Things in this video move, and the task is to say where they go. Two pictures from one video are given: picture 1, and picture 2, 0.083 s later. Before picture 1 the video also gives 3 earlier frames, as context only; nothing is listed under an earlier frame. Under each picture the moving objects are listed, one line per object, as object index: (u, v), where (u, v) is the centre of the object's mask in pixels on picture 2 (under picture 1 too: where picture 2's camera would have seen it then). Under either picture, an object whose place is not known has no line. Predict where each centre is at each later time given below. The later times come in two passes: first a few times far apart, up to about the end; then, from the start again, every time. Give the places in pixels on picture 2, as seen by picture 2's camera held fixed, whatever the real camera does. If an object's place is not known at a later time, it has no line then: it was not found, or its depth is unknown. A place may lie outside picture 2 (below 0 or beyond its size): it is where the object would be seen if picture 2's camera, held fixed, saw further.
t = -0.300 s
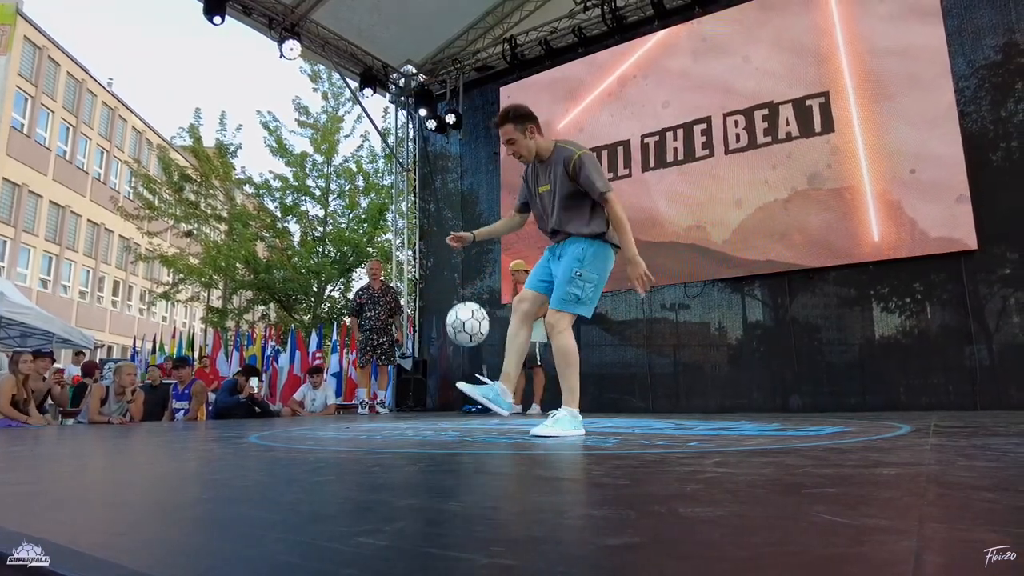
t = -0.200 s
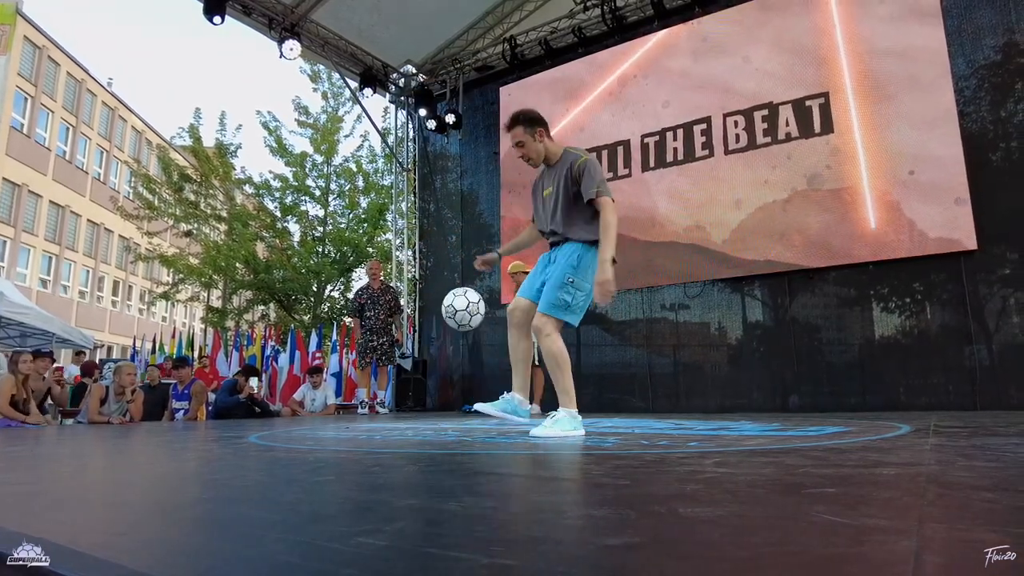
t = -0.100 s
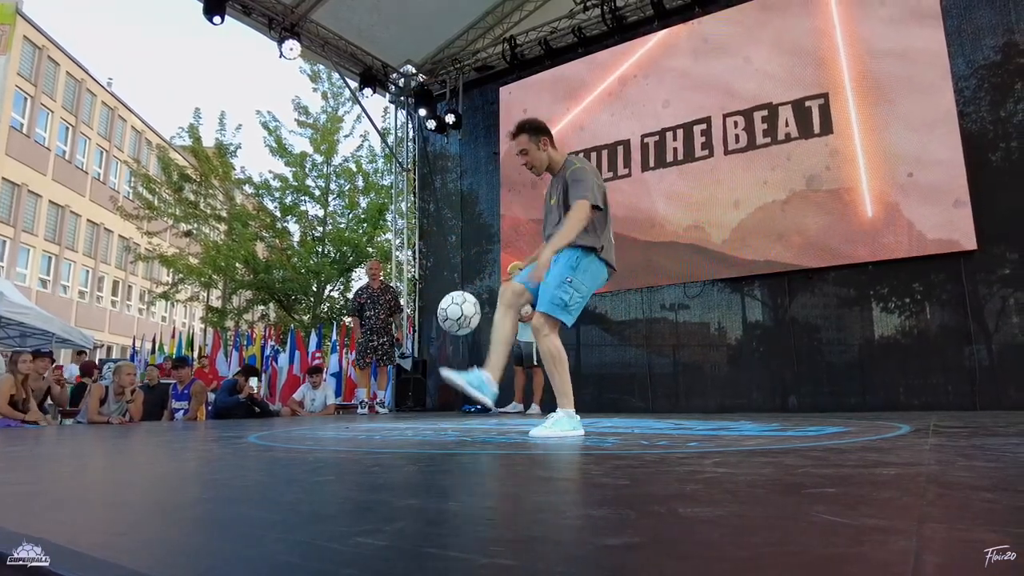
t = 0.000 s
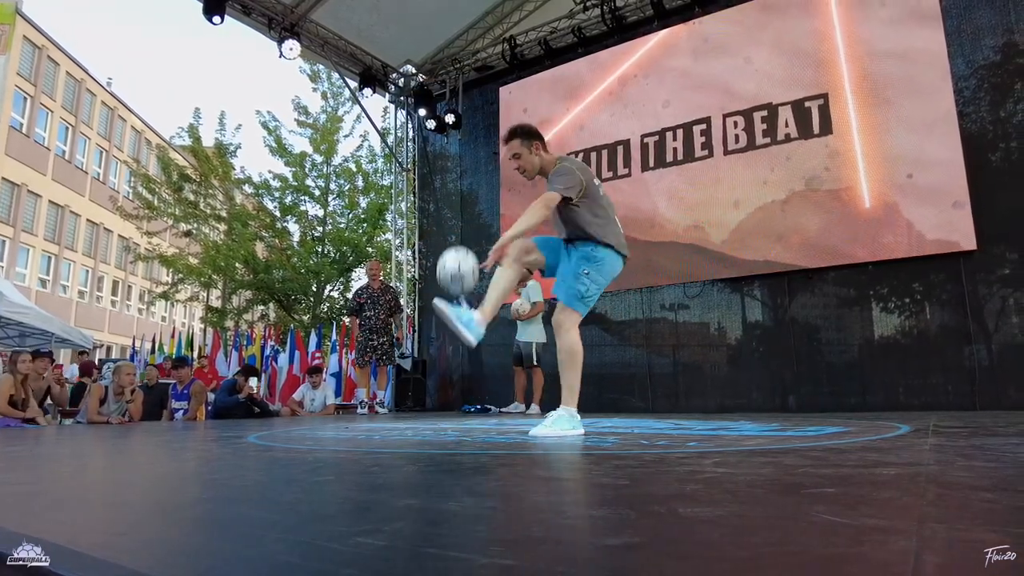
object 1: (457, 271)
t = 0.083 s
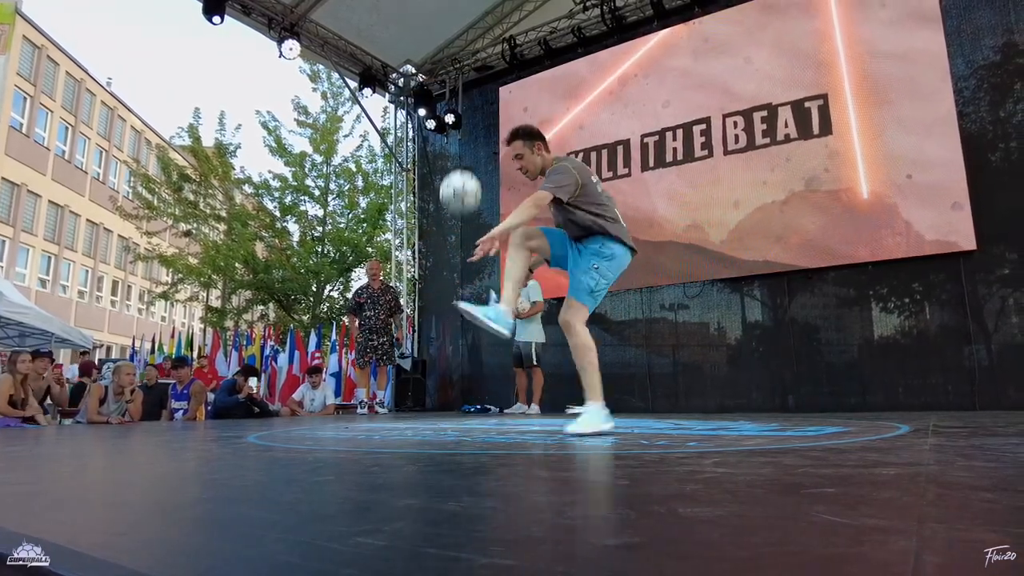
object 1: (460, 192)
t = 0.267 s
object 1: (466, 76)
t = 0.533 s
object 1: (473, 18)
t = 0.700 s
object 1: (477, 34)
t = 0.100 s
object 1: (461, 179)
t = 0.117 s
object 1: (461, 166)
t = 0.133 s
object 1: (462, 154)
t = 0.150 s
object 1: (463, 142)
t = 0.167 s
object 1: (463, 130)
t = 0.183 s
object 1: (463, 120)
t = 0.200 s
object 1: (464, 110)
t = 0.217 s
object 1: (465, 100)
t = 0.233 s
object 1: (465, 92)
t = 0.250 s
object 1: (465, 84)
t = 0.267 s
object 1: (466, 76)
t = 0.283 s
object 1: (466, 69)
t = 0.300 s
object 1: (467, 62)
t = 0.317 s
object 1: (467, 56)
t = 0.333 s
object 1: (468, 50)
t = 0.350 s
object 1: (468, 45)
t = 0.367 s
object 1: (469, 40)
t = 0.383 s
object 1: (469, 36)
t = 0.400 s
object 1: (470, 32)
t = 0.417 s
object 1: (470, 29)
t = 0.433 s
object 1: (471, 26)
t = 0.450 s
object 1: (471, 22)
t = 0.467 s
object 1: (472, 21)
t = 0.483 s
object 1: (472, 19)
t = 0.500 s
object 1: (473, 18)
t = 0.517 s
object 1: (473, 18)
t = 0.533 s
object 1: (473, 18)
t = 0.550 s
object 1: (474, 18)
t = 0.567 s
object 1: (474, 18)
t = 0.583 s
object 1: (474, 18)
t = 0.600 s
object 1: (475, 19)
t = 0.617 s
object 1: (475, 20)
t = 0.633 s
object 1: (476, 22)
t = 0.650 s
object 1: (476, 25)
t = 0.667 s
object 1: (476, 28)
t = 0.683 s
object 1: (477, 31)
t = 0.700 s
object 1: (477, 34)
